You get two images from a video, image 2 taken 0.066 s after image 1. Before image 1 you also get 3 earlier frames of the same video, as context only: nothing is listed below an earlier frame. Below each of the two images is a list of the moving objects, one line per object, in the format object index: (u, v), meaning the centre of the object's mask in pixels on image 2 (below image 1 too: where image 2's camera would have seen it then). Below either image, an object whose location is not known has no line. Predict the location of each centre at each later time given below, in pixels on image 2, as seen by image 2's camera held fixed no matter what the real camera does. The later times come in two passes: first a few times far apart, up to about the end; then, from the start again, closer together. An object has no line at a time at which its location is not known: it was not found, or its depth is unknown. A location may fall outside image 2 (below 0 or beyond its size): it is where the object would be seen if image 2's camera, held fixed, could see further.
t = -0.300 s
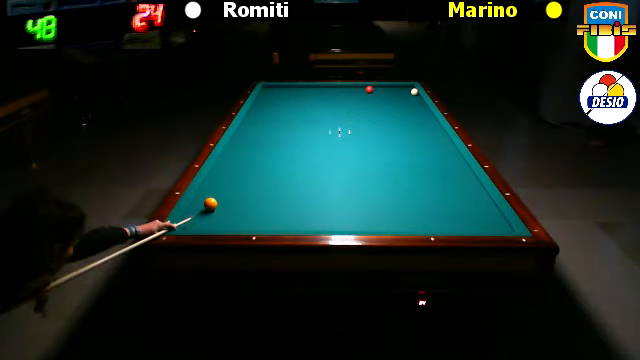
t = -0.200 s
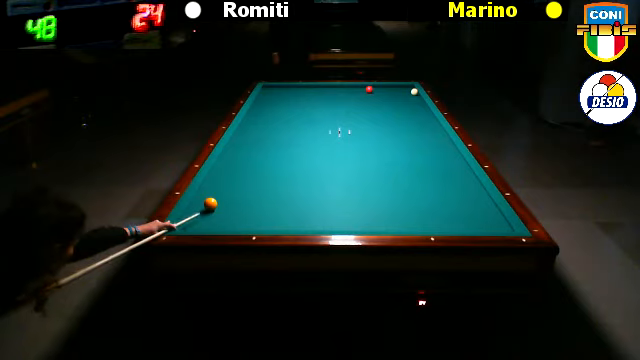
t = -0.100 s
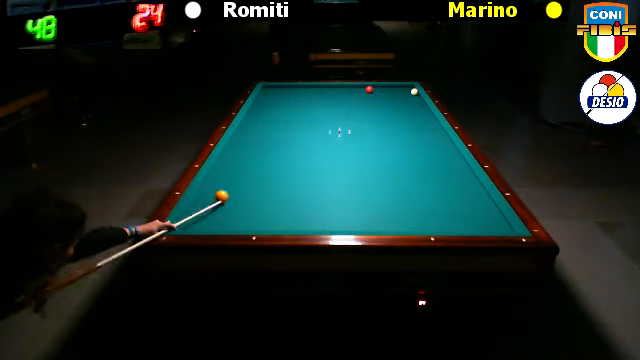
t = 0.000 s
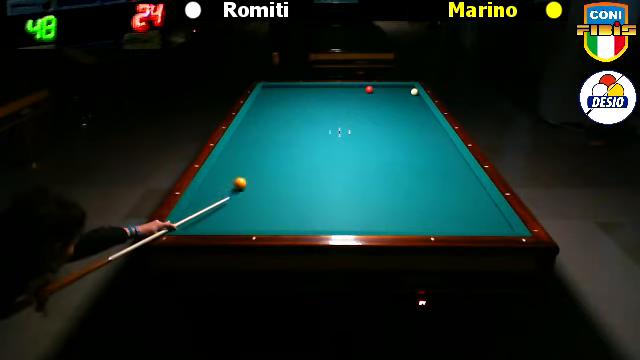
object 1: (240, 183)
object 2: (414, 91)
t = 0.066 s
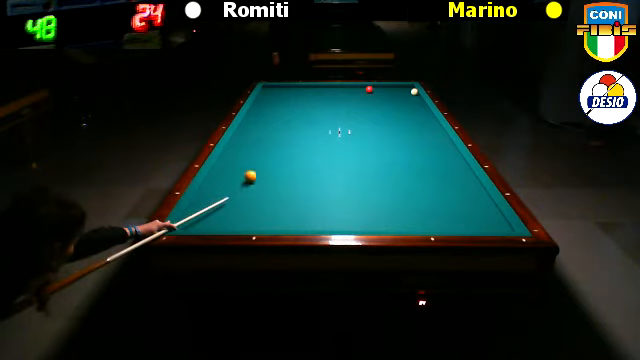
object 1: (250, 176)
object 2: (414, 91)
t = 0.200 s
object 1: (267, 165)
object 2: (414, 91)
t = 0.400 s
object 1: (289, 151)
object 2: (414, 91)
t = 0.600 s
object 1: (308, 139)
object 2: (414, 91)
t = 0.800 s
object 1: (324, 128)
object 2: (414, 91)
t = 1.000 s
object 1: (338, 119)
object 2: (414, 91)
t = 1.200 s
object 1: (351, 111)
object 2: (414, 91)
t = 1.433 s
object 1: (364, 102)
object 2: (414, 91)
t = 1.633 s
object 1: (374, 96)
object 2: (414, 91)
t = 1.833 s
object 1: (382, 90)
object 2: (414, 91)
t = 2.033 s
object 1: (391, 85)
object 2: (414, 91)
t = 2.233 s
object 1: (409, 88)
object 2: (414, 91)
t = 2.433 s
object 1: (405, 91)
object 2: (415, 92)
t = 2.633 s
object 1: (393, 92)
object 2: (414, 93)
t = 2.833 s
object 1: (381, 94)
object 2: (414, 94)
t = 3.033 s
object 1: (370, 95)
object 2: (413, 95)
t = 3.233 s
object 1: (357, 97)
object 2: (413, 96)
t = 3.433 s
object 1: (346, 99)
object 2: (412, 97)
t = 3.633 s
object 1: (333, 101)
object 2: (411, 98)
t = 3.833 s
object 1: (321, 102)
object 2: (411, 98)
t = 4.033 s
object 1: (309, 104)
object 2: (410, 99)
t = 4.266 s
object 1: (295, 106)
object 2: (409, 100)
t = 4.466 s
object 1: (282, 108)
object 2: (409, 101)
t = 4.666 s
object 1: (270, 109)
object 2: (409, 102)
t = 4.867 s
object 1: (257, 111)
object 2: (408, 102)
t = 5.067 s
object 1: (252, 112)
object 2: (408, 103)
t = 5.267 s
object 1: (257, 113)
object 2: (408, 103)
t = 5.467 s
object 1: (263, 113)
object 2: (407, 104)
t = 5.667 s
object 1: (268, 114)
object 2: (407, 104)
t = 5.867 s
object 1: (273, 115)
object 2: (407, 105)
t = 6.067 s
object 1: (278, 116)
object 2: (407, 105)
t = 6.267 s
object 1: (283, 116)
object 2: (407, 106)
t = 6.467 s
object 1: (288, 116)
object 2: (407, 106)
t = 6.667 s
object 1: (292, 117)
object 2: (407, 106)
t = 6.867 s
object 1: (296, 118)
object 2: (407, 106)
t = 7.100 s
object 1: (301, 118)
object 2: (407, 107)
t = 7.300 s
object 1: (305, 119)
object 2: (407, 107)
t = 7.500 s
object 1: (309, 119)
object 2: (407, 107)
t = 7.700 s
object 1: (312, 119)
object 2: (407, 107)
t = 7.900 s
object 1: (315, 120)
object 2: (407, 107)
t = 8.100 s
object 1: (319, 120)
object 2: (407, 107)
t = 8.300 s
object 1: (322, 120)
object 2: (407, 107)
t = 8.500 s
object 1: (325, 121)
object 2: (407, 107)
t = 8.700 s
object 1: (327, 121)
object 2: (407, 107)
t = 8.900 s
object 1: (329, 121)
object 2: (407, 107)
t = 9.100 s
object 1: (331, 121)
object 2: (407, 107)
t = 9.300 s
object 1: (333, 122)
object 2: (407, 107)
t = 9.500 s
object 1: (335, 122)
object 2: (407, 107)
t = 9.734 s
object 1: (337, 122)
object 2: (407, 107)
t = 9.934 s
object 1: (338, 122)
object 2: (407, 107)
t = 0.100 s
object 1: (255, 173)
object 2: (414, 91)
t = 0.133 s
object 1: (259, 170)
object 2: (414, 91)
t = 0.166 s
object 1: (263, 167)
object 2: (414, 91)
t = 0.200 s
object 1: (267, 165)
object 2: (414, 91)
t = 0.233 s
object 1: (271, 162)
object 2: (414, 91)
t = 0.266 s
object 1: (275, 160)
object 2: (414, 91)
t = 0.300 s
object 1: (279, 157)
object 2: (414, 91)
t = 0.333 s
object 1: (282, 155)
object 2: (414, 91)
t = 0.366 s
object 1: (286, 153)
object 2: (414, 91)
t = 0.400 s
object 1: (289, 151)
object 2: (414, 91)
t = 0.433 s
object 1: (292, 149)
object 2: (414, 91)
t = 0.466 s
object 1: (296, 147)
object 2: (414, 91)
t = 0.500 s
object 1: (298, 145)
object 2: (414, 91)
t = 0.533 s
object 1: (302, 143)
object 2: (414, 91)
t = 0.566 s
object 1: (305, 141)
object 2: (414, 91)
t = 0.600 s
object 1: (308, 139)
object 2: (414, 91)
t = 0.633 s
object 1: (310, 137)
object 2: (414, 91)
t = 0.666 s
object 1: (314, 135)
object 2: (414, 91)
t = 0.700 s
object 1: (316, 133)
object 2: (414, 91)
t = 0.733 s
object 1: (319, 131)
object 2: (414, 91)
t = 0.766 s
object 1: (321, 130)
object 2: (414, 91)
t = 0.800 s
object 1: (324, 128)
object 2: (414, 91)
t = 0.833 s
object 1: (326, 127)
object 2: (414, 91)
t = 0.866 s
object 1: (329, 125)
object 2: (414, 91)
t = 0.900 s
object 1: (331, 123)
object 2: (414, 91)
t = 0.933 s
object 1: (333, 122)
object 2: (414, 91)
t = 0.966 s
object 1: (336, 120)
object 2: (414, 91)
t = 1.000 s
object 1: (338, 119)
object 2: (414, 91)
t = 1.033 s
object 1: (340, 117)
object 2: (414, 91)
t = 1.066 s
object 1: (342, 116)
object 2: (414, 91)
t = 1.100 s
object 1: (345, 115)
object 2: (414, 91)
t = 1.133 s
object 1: (347, 113)
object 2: (414, 91)
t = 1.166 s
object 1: (349, 112)
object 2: (414, 91)
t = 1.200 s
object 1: (351, 111)
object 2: (414, 91)
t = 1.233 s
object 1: (353, 110)
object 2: (414, 91)
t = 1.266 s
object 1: (355, 108)
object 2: (414, 91)
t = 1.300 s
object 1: (357, 107)
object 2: (414, 91)
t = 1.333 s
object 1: (358, 106)
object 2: (414, 91)
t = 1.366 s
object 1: (360, 105)
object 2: (414, 91)
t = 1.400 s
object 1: (362, 103)
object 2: (414, 91)
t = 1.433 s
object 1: (364, 102)
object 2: (414, 91)
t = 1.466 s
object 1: (365, 101)
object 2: (414, 91)
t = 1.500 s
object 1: (367, 100)
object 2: (414, 91)
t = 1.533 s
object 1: (369, 99)
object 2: (414, 91)
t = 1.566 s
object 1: (370, 98)
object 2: (414, 91)
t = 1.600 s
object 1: (372, 97)
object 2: (414, 91)
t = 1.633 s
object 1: (374, 96)
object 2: (414, 91)
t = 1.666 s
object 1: (375, 95)
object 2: (414, 91)
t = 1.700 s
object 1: (377, 94)
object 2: (414, 91)
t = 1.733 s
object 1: (378, 93)
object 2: (414, 91)
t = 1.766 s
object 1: (379, 92)
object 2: (414, 91)
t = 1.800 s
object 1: (380, 91)
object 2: (414, 91)
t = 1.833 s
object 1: (382, 90)
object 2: (414, 91)
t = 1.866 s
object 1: (383, 89)
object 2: (414, 91)
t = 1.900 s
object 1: (385, 88)
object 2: (414, 91)
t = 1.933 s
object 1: (386, 87)
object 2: (414, 91)
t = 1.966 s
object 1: (388, 86)
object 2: (414, 91)
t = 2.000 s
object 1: (389, 86)
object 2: (414, 91)
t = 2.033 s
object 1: (391, 85)
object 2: (414, 91)
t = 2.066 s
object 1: (394, 86)
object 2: (414, 91)
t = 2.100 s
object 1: (397, 86)
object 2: (414, 91)
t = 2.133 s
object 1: (400, 87)
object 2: (414, 91)
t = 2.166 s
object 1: (403, 88)
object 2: (414, 91)
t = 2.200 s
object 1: (406, 88)
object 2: (414, 91)
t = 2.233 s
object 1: (409, 88)
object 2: (414, 91)
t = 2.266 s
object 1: (411, 88)
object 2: (414, 91)
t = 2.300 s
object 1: (411, 88)
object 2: (414, 91)
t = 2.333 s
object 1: (410, 89)
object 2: (414, 91)
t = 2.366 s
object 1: (408, 90)
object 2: (415, 92)
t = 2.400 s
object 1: (406, 91)
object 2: (415, 92)
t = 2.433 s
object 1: (405, 91)
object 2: (415, 92)
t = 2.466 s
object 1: (403, 91)
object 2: (415, 92)
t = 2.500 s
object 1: (401, 91)
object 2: (415, 92)
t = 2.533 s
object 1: (399, 91)
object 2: (415, 92)
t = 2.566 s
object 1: (397, 92)
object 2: (414, 92)
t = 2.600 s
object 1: (395, 92)
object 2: (414, 92)
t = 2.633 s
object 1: (393, 92)
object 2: (414, 93)
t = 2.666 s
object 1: (391, 92)
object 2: (414, 93)
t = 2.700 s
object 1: (389, 93)
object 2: (414, 93)
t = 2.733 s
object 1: (387, 93)
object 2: (414, 93)
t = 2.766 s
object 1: (385, 93)
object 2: (414, 93)
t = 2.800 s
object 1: (383, 93)
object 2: (414, 94)
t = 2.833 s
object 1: (381, 94)
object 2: (414, 94)
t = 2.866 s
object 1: (379, 94)
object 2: (414, 94)
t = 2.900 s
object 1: (377, 94)
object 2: (413, 94)
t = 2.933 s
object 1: (376, 95)
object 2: (413, 94)
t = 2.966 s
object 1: (373, 95)
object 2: (413, 94)
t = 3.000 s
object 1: (372, 95)
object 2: (413, 95)
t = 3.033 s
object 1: (370, 95)
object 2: (413, 95)
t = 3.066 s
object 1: (368, 96)
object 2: (413, 95)
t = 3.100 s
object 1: (365, 96)
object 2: (413, 95)
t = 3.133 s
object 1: (364, 96)
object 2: (413, 95)
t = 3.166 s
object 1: (362, 97)
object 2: (413, 96)
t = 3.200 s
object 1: (360, 97)
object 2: (413, 96)
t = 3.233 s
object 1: (357, 97)
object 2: (413, 96)
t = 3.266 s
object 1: (356, 97)
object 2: (412, 96)
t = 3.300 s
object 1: (354, 98)
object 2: (412, 96)
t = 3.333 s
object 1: (352, 98)
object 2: (412, 96)
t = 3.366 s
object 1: (350, 98)
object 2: (412, 97)
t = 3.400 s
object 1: (348, 99)
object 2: (412, 97)
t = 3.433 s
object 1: (346, 99)
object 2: (412, 97)
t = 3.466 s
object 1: (343, 99)
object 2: (412, 97)
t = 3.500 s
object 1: (341, 100)
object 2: (412, 97)
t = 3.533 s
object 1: (339, 100)
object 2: (412, 97)
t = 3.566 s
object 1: (337, 100)
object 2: (412, 98)
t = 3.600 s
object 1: (335, 100)
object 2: (411, 97)
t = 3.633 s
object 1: (333, 101)
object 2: (411, 98)
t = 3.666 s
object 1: (331, 101)
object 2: (411, 98)
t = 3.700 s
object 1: (329, 101)
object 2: (411, 98)
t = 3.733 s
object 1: (327, 102)
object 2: (411, 98)
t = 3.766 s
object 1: (325, 102)
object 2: (411, 98)
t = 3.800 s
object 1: (324, 102)
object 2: (411, 99)
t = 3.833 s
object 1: (321, 102)
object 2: (411, 98)
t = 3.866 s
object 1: (319, 103)
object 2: (410, 99)
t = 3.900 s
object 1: (317, 103)
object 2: (410, 99)
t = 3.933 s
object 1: (315, 103)
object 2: (410, 99)
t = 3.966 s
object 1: (313, 103)
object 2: (410, 99)
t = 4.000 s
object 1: (311, 104)
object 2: (410, 99)
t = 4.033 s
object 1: (309, 104)
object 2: (410, 99)
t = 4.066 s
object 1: (307, 104)
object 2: (410, 100)
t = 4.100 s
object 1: (305, 105)
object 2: (410, 100)
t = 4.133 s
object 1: (303, 105)
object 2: (410, 100)
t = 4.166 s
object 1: (301, 105)
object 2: (410, 100)
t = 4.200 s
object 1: (299, 106)
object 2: (409, 100)
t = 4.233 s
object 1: (297, 106)
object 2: (410, 100)
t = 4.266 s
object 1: (295, 106)
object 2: (409, 100)
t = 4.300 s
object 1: (293, 106)
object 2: (409, 100)
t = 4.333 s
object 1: (291, 106)
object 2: (409, 100)
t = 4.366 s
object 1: (289, 107)
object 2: (409, 100)
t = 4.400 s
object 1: (287, 107)
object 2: (409, 101)
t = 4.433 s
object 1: (284, 107)
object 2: (409, 101)
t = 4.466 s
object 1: (282, 108)
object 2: (409, 101)
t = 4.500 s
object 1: (280, 108)
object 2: (409, 101)
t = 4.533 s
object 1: (278, 108)
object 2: (409, 101)
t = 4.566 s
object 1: (276, 109)
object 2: (409, 101)
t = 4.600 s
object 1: (274, 109)
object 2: (409, 102)
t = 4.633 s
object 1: (272, 109)
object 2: (409, 102)
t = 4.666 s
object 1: (270, 109)
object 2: (409, 102)
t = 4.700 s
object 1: (268, 110)
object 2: (408, 102)
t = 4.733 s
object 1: (266, 110)
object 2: (408, 102)
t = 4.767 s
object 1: (264, 110)
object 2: (408, 102)
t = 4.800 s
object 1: (261, 110)
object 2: (408, 102)
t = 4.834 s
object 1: (259, 111)
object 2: (408, 102)
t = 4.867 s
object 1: (257, 111)
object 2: (408, 102)
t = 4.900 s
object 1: (255, 111)
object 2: (408, 102)
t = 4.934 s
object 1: (253, 112)
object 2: (408, 102)
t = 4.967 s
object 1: (251, 112)
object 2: (408, 103)
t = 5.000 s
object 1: (250, 112)
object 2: (408, 103)
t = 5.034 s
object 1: (251, 112)
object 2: (408, 103)
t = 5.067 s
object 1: (252, 112)
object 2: (408, 103)
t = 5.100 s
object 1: (253, 112)
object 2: (408, 103)
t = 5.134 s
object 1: (253, 112)
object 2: (408, 103)
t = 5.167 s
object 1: (255, 112)
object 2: (408, 103)
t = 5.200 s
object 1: (255, 113)
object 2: (408, 103)
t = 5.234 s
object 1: (256, 113)
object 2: (408, 103)
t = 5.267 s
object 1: (257, 113)
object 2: (408, 103)
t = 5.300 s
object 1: (259, 113)
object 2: (408, 103)
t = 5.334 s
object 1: (259, 113)
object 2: (408, 104)
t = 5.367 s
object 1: (260, 113)
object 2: (408, 104)
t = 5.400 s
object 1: (261, 113)
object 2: (408, 104)
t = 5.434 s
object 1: (262, 113)
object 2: (408, 104)
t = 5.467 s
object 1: (263, 113)
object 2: (407, 104)
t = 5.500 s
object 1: (264, 114)
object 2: (407, 104)
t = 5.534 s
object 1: (265, 114)
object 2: (407, 104)
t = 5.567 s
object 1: (266, 114)
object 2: (407, 104)
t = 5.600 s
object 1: (266, 114)
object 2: (407, 104)
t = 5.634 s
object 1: (267, 114)
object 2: (407, 104)
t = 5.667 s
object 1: (268, 114)
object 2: (407, 104)
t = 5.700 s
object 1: (269, 114)
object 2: (407, 104)
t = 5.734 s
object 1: (270, 114)
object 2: (407, 104)
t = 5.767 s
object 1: (271, 114)
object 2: (407, 105)
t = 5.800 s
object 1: (271, 115)
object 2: (407, 105)
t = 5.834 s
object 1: (272, 115)
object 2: (407, 105)
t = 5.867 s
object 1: (273, 115)
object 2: (407, 105)
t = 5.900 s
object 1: (274, 115)
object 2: (407, 105)
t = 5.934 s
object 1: (275, 115)
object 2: (407, 105)
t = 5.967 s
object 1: (276, 115)
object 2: (407, 105)
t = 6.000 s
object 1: (277, 115)
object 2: (407, 105)
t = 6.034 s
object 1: (277, 115)
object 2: (407, 105)
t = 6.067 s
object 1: (278, 116)
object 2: (407, 105)
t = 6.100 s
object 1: (279, 116)
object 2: (407, 106)
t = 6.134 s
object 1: (280, 116)
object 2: (407, 106)
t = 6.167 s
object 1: (281, 116)
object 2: (407, 106)
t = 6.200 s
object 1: (281, 116)
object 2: (407, 106)
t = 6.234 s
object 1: (282, 116)
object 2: (407, 106)
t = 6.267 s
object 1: (283, 116)
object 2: (407, 106)
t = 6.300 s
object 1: (284, 116)
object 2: (407, 106)
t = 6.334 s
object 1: (284, 116)
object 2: (407, 106)
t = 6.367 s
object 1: (285, 116)
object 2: (407, 106)
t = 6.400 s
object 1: (286, 116)
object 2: (407, 106)
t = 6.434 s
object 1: (287, 116)
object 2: (407, 106)
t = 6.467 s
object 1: (288, 116)
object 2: (407, 106)
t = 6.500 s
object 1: (288, 117)
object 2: (407, 106)
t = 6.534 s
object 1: (289, 117)
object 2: (407, 106)
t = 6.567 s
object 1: (290, 117)
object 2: (407, 106)
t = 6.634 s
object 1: (292, 117)
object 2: (407, 106)
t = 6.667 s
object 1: (292, 117)
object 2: (407, 106)
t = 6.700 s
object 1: (293, 117)
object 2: (407, 106)
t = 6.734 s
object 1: (293, 117)
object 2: (407, 106)
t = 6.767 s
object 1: (294, 117)
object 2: (407, 106)
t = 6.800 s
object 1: (295, 117)
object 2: (407, 106)
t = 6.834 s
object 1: (296, 118)
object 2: (407, 106)
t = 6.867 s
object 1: (296, 118)
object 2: (407, 106)
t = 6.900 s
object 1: (297, 118)
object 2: (407, 106)
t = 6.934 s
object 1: (298, 118)
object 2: (407, 106)
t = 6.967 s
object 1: (299, 118)
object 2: (407, 107)
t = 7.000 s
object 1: (299, 118)
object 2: (407, 107)
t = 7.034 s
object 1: (300, 118)
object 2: (407, 107)
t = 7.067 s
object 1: (300, 118)
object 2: (407, 107)
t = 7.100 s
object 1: (301, 118)
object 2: (407, 107)
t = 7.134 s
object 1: (302, 118)
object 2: (407, 107)
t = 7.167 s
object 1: (302, 118)
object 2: (407, 107)
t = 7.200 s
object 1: (303, 118)
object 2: (407, 107)
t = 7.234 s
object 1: (304, 118)
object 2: (407, 107)
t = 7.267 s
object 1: (305, 118)
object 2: (407, 107)
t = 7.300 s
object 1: (305, 119)
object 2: (407, 107)
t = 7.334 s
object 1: (306, 119)
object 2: (407, 107)
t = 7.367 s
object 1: (306, 119)
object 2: (407, 107)
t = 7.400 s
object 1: (307, 119)
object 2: (407, 107)
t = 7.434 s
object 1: (307, 119)
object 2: (407, 107)
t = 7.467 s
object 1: (308, 119)
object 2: (407, 107)
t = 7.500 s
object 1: (309, 119)
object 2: (407, 107)
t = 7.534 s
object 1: (310, 119)
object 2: (407, 107)
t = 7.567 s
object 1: (310, 119)
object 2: (407, 107)
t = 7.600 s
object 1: (310, 119)
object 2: (407, 107)
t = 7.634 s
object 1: (311, 119)
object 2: (407, 107)
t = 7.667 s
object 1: (311, 119)
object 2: (407, 107)
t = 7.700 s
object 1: (312, 119)
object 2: (407, 107)
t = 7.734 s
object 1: (313, 119)
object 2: (407, 107)
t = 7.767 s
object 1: (313, 119)
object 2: (407, 107)
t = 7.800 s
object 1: (314, 120)
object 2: (407, 107)
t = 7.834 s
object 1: (314, 119)
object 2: (407, 107)
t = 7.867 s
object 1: (315, 120)
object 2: (407, 107)
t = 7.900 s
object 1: (315, 120)
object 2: (407, 107)
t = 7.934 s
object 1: (316, 120)
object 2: (407, 107)
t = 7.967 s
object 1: (317, 120)
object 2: (407, 107)
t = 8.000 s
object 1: (317, 120)
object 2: (407, 107)
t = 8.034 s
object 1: (318, 120)
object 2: (407, 107)
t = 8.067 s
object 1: (318, 120)
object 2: (407, 107)
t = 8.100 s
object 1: (319, 120)
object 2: (407, 107)
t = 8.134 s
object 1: (319, 120)
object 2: (407, 107)
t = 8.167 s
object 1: (320, 120)
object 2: (407, 107)
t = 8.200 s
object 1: (320, 120)
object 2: (407, 107)
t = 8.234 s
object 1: (321, 120)
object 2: (407, 107)
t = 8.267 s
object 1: (321, 120)
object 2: (407, 107)
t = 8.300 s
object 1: (322, 120)
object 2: (407, 107)
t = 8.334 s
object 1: (322, 120)
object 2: (407, 107)
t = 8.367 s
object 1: (323, 121)
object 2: (407, 107)
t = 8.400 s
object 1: (323, 121)
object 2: (407, 107)
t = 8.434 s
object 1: (324, 120)
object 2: (407, 107)
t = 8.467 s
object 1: (324, 121)
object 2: (407, 107)
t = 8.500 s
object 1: (325, 121)
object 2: (407, 107)
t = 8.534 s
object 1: (325, 121)
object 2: (407, 107)
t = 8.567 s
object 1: (325, 121)
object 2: (407, 107)
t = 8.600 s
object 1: (326, 121)
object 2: (407, 107)
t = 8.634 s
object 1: (326, 121)
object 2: (407, 107)
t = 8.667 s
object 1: (326, 121)
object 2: (407, 107)
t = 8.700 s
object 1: (327, 121)
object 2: (407, 107)
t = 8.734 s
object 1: (327, 121)
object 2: (407, 107)
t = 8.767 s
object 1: (328, 121)
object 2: (407, 107)
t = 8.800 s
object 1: (328, 121)
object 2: (407, 107)
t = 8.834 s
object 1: (329, 121)
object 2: (407, 107)
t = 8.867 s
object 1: (329, 121)
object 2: (407, 107)
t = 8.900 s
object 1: (329, 121)
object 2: (407, 107)
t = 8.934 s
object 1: (330, 121)
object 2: (407, 107)
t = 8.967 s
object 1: (330, 121)
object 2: (407, 107)
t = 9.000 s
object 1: (330, 121)
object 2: (407, 107)
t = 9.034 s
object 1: (331, 121)
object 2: (407, 107)
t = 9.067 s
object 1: (331, 121)
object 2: (407, 107)
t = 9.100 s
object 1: (331, 121)
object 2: (407, 107)
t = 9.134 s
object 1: (332, 121)
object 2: (407, 107)
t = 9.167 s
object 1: (332, 122)
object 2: (407, 107)
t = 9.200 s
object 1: (332, 122)
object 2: (407, 107)
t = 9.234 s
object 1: (332, 122)
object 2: (407, 107)
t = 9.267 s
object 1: (333, 122)
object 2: (407, 107)
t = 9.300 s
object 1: (333, 122)
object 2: (407, 107)
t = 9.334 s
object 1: (333, 122)
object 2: (407, 107)
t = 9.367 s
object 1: (334, 122)
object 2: (407, 107)
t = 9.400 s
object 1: (334, 122)
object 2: (407, 107)
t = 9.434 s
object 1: (334, 122)
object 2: (407, 107)
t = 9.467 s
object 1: (335, 122)
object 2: (407, 107)
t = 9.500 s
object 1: (335, 122)
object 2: (407, 107)
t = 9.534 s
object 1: (335, 122)
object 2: (407, 107)
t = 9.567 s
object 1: (335, 122)
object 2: (407, 107)
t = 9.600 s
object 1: (336, 122)
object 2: (407, 107)
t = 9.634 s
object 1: (336, 122)
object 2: (407, 107)
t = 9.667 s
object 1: (336, 122)
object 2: (407, 107)
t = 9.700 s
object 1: (336, 122)
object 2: (407, 107)
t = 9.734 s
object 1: (337, 122)
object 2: (407, 107)
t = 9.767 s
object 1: (337, 122)
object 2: (407, 107)
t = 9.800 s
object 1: (337, 122)
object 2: (407, 107)
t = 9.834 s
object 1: (337, 122)
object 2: (407, 107)
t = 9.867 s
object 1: (337, 122)
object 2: (407, 107)
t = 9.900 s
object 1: (337, 122)
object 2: (407, 107)
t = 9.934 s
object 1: (338, 122)
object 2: (407, 107)
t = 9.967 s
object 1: (338, 122)
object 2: (407, 107)
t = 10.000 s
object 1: (338, 122)
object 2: (407, 107)
